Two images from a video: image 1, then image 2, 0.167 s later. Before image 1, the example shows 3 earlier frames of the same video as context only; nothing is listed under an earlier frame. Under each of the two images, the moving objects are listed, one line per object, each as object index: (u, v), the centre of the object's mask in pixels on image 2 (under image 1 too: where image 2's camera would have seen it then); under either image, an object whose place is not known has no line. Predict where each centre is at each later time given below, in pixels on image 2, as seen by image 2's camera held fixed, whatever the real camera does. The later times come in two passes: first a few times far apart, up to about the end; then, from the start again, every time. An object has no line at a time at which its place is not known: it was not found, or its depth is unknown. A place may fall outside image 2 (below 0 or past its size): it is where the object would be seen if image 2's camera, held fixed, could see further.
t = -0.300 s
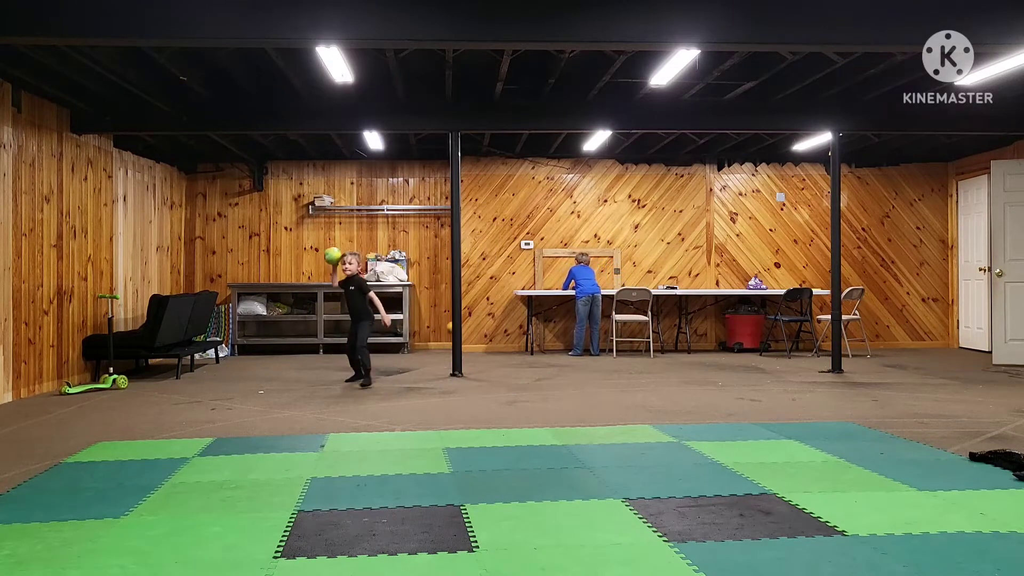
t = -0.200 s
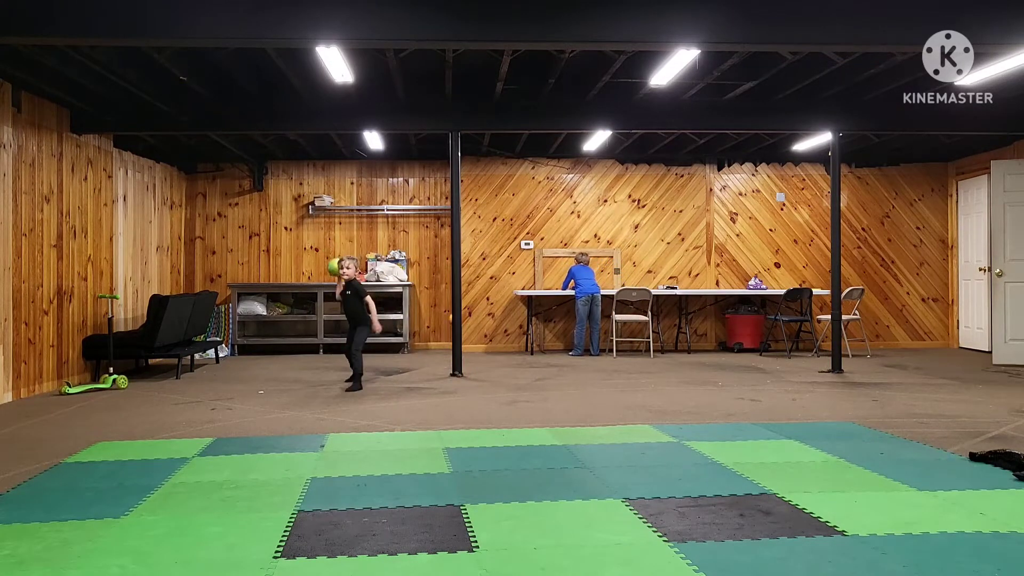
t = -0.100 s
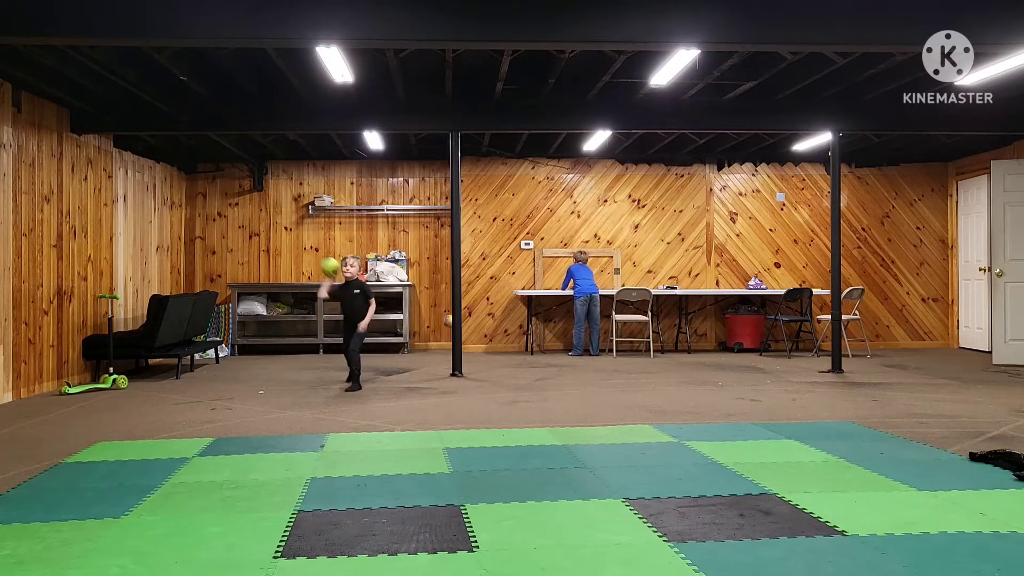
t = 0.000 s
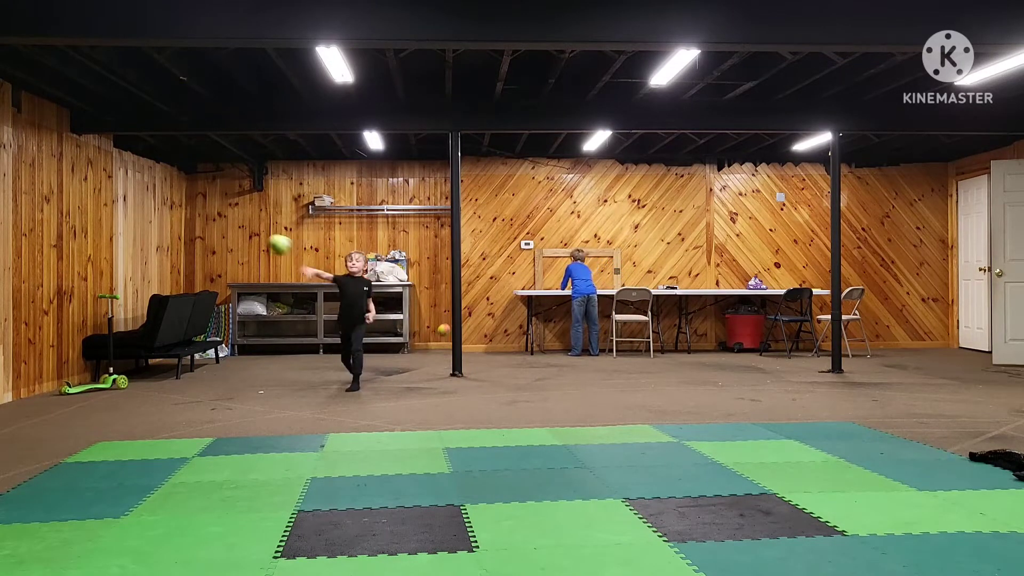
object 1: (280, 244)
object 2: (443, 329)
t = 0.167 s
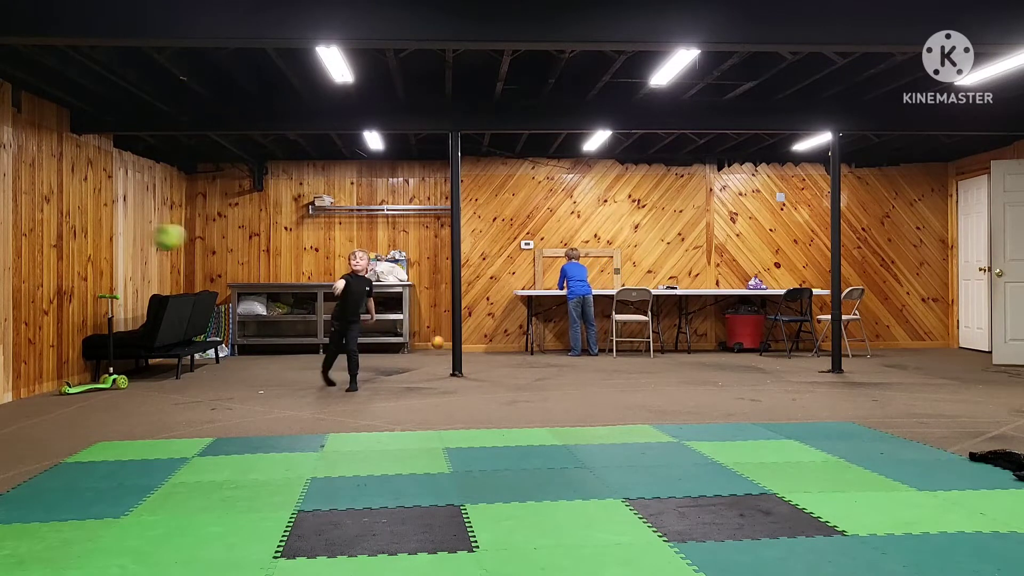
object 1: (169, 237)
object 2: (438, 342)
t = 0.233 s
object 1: (99, 249)
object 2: (437, 337)
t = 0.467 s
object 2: (433, 344)
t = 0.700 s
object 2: (431, 343)
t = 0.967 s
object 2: (428, 348)
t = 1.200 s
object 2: (426, 350)
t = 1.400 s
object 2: (424, 351)
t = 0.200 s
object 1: (137, 241)
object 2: (437, 339)
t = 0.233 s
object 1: (99, 249)
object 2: (437, 337)
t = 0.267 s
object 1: (59, 259)
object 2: (436, 335)
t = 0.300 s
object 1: (17, 271)
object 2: (435, 335)
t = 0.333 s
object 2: (435, 335)
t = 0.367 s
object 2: (434, 335)
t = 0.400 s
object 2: (434, 338)
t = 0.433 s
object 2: (433, 340)
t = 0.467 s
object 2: (433, 344)
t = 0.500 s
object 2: (433, 349)
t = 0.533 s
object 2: (433, 347)
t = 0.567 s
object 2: (432, 344)
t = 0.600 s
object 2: (432, 343)
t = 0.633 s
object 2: (432, 342)
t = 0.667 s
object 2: (431, 342)
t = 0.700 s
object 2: (431, 343)
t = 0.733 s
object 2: (430, 345)
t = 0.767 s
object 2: (430, 348)
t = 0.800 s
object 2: (429, 350)
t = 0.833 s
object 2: (429, 348)
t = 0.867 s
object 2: (429, 347)
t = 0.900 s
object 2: (429, 347)
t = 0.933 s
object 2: (428, 347)
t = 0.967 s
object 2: (428, 348)
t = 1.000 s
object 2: (428, 350)
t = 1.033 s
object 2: (428, 350)
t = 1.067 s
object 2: (427, 349)
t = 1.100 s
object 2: (427, 349)
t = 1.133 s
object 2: (427, 349)
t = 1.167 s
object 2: (426, 351)
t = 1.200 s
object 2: (426, 350)
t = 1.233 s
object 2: (425, 350)
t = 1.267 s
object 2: (425, 351)
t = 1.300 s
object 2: (424, 351)
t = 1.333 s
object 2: (424, 351)
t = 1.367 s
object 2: (424, 351)
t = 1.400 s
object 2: (424, 351)
